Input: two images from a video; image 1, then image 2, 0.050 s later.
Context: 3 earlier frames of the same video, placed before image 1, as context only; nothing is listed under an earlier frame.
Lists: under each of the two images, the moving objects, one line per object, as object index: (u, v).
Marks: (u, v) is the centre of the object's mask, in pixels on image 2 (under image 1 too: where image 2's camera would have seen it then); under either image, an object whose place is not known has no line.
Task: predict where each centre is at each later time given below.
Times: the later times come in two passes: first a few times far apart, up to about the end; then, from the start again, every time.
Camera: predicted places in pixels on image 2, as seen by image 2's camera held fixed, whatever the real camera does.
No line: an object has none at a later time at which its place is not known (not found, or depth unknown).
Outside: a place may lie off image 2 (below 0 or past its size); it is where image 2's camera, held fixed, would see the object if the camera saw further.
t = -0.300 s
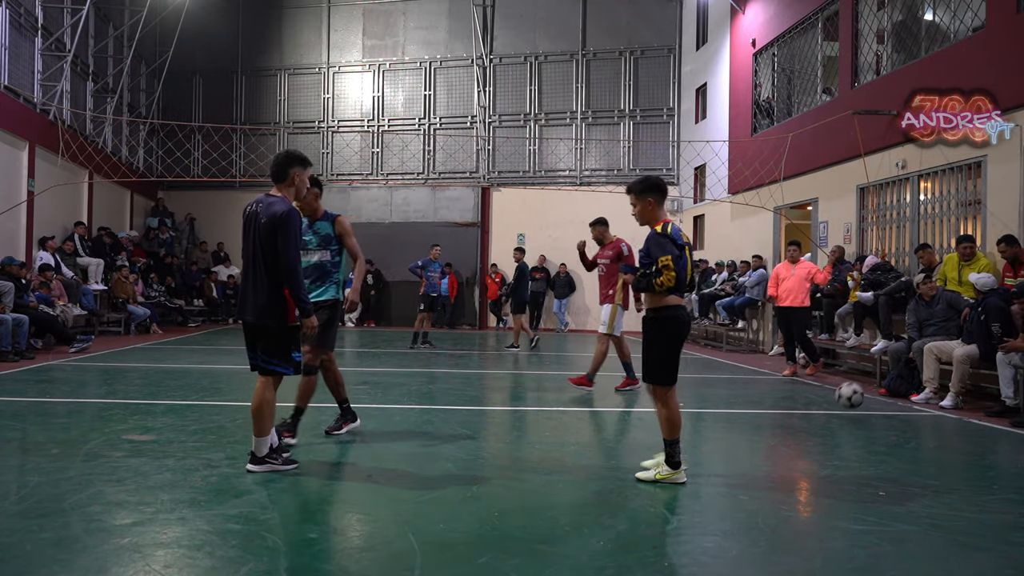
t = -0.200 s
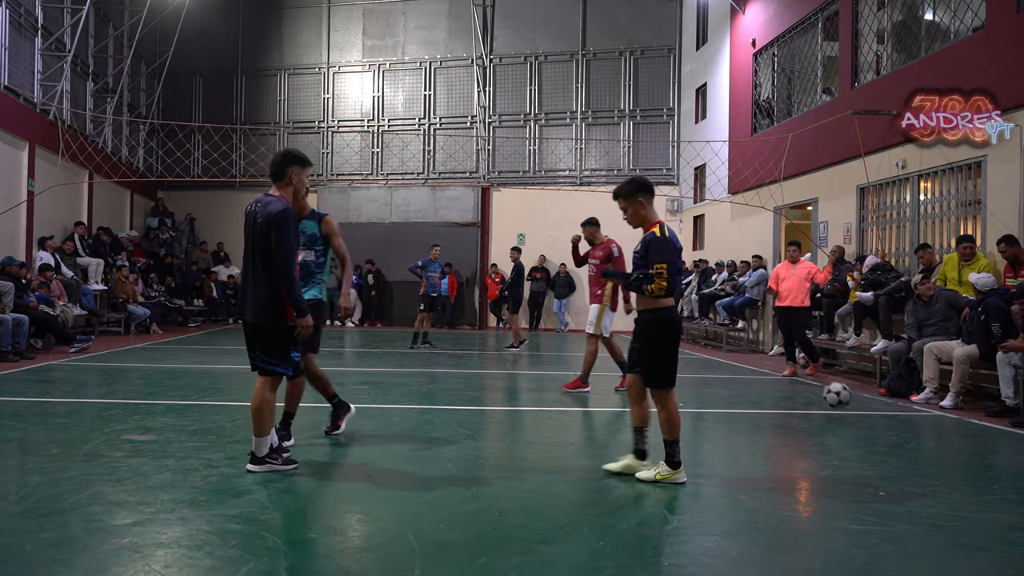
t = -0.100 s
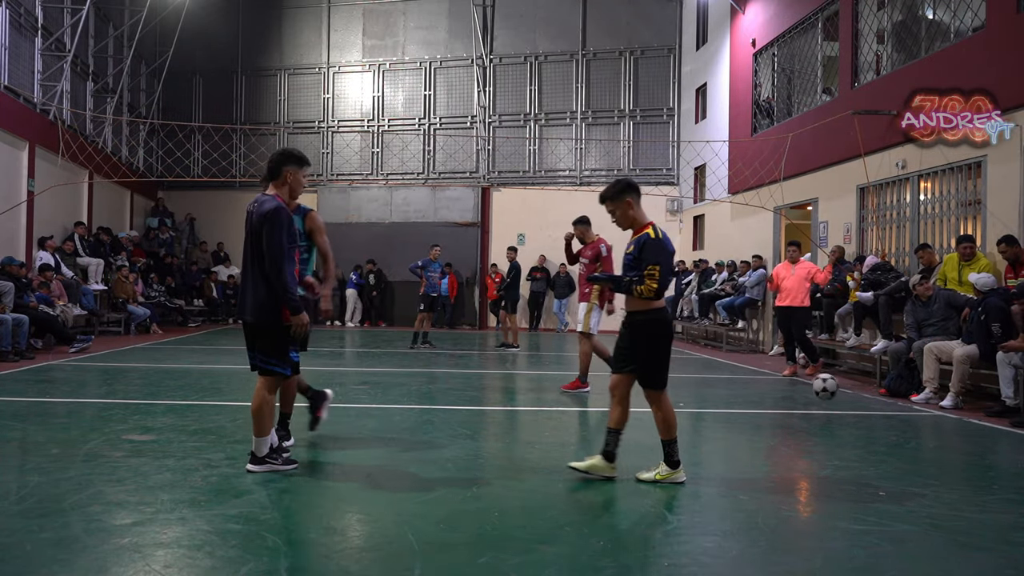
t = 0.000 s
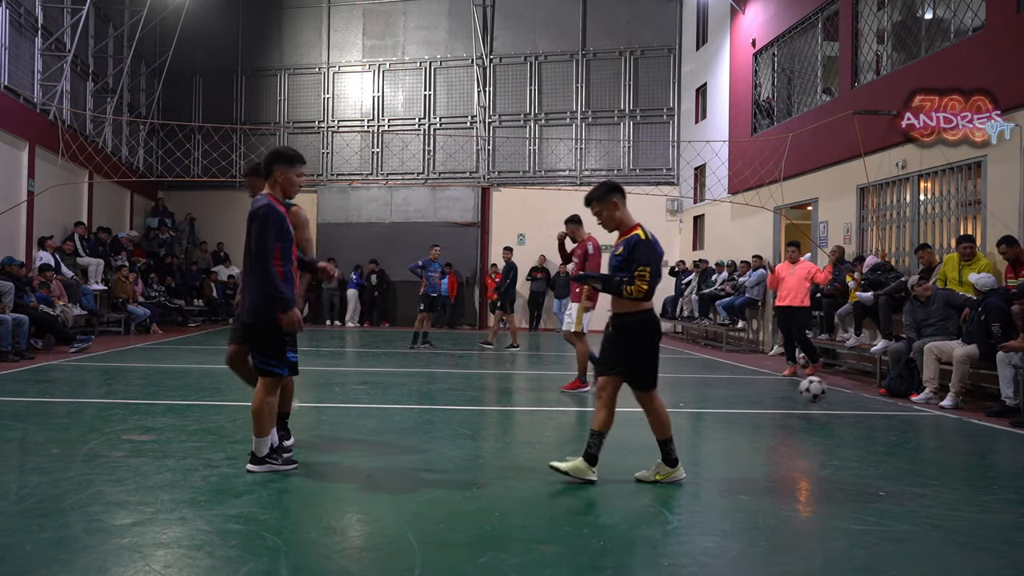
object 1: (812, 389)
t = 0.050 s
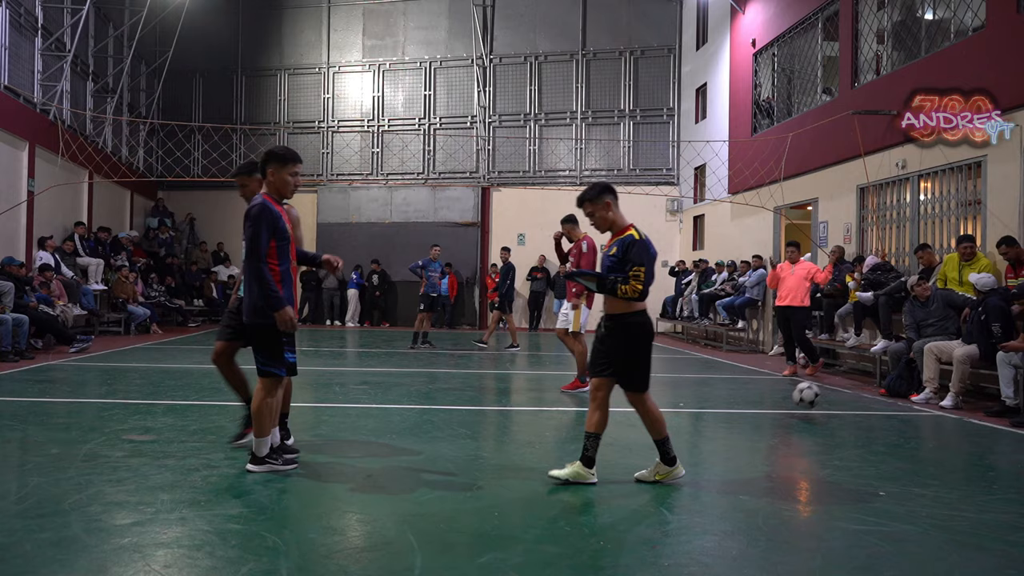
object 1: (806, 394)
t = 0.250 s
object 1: (782, 390)
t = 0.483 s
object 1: (753, 395)
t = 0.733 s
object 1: (722, 397)
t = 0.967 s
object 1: (695, 397)
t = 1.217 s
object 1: (667, 396)
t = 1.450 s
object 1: (641, 397)
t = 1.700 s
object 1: (612, 398)
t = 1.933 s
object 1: (586, 399)
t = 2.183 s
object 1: (559, 398)
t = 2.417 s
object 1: (534, 398)
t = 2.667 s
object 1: (507, 398)
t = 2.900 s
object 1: (483, 398)
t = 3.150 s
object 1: (457, 397)
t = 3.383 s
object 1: (435, 396)
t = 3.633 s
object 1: (411, 395)
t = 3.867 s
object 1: (390, 395)
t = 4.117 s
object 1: (368, 394)
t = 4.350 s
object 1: (348, 393)
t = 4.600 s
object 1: (328, 393)
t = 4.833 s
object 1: (311, 392)
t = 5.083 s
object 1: (293, 391)
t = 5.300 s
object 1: (278, 390)
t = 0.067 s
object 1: (804, 397)
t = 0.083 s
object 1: (801, 399)
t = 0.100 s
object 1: (799, 403)
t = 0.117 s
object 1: (798, 401)
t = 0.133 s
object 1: (796, 399)
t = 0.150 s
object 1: (793, 396)
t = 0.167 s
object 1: (792, 394)
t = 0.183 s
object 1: (790, 392)
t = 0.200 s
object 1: (788, 391)
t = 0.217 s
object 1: (786, 390)
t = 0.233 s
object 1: (784, 390)
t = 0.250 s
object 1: (782, 390)
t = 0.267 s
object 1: (780, 390)
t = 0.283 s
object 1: (778, 390)
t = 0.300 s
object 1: (776, 391)
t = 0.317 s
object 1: (774, 392)
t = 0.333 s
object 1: (772, 393)
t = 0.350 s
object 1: (770, 395)
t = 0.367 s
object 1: (768, 396)
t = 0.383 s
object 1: (765, 399)
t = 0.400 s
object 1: (763, 402)
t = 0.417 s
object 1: (761, 403)
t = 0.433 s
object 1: (759, 400)
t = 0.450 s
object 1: (757, 398)
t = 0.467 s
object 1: (755, 396)
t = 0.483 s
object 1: (753, 395)
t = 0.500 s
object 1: (751, 394)
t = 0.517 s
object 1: (749, 393)
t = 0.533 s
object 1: (747, 392)
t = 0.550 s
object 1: (745, 392)
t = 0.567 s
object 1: (743, 393)
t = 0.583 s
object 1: (741, 393)
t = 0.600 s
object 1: (739, 394)
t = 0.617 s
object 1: (737, 395)
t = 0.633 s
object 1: (735, 397)
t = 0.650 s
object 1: (733, 398)
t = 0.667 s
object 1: (731, 401)
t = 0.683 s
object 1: (729, 403)
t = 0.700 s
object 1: (726, 400)
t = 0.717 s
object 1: (724, 398)
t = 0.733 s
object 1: (722, 397)
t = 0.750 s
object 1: (720, 396)
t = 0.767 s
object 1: (719, 395)
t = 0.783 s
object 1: (717, 394)
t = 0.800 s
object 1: (715, 394)
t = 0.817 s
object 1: (714, 393)
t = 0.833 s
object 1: (712, 394)
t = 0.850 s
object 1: (710, 395)
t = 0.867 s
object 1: (708, 396)
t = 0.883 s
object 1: (706, 397)
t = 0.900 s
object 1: (703, 399)
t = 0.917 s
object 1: (701, 401)
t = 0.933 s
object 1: (699, 400)
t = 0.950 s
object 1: (698, 399)
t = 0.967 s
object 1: (695, 397)
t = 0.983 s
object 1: (693, 396)
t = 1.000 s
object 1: (692, 395)
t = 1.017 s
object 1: (690, 395)
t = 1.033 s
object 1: (688, 395)
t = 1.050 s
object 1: (686, 395)
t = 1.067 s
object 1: (684, 395)
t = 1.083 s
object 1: (682, 396)
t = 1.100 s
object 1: (680, 397)
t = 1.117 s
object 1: (678, 399)
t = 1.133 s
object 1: (676, 401)
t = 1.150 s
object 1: (674, 400)
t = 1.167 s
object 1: (673, 399)
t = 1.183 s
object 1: (671, 398)
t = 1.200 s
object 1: (669, 397)
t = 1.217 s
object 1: (667, 396)
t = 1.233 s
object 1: (665, 396)
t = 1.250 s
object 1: (663, 396)
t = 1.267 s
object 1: (661, 396)
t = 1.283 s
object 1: (659, 397)
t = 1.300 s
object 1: (658, 398)
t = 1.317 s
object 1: (655, 400)
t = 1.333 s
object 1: (653, 401)
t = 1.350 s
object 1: (651, 400)
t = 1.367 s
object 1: (649, 399)
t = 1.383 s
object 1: (648, 398)
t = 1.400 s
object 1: (646, 397)
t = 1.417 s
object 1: (644, 397)
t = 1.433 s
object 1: (642, 397)
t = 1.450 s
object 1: (641, 397)
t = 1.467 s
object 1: (639, 398)
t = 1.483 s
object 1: (637, 399)
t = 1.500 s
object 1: (635, 401)
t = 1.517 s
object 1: (633, 400)
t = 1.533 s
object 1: (631, 399)
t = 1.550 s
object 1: (629, 398)
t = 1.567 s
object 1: (628, 398)
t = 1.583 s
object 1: (625, 398)
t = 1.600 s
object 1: (624, 398)
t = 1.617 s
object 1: (622, 398)
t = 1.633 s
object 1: (620, 399)
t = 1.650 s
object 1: (618, 400)
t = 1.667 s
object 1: (616, 400)
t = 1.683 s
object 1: (614, 399)
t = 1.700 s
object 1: (612, 398)
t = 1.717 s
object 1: (610, 398)
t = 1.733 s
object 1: (608, 398)
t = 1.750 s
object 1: (607, 398)
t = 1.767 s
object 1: (605, 398)
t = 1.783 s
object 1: (603, 400)
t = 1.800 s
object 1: (601, 400)
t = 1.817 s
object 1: (599, 399)
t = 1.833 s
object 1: (597, 398)
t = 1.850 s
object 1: (595, 398)
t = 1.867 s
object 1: (593, 398)
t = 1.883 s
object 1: (591, 399)
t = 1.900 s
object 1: (590, 399)
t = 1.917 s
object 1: (588, 400)
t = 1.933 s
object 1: (586, 399)
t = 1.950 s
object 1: (584, 398)
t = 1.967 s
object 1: (582, 398)
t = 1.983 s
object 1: (581, 398)
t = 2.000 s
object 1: (579, 399)
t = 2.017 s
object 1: (577, 400)
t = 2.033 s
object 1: (575, 399)
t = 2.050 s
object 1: (573, 398)
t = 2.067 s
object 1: (571, 398)
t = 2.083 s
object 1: (569, 398)
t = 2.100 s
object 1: (568, 399)
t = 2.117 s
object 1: (566, 399)
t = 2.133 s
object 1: (564, 399)
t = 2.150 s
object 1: (563, 398)
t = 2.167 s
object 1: (561, 398)
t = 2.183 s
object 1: (559, 398)
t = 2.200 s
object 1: (557, 399)
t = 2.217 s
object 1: (555, 399)
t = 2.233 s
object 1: (554, 398)
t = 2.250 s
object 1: (552, 398)
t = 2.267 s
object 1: (550, 399)
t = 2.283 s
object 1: (548, 399)
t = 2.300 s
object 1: (547, 399)
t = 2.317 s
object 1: (544, 399)
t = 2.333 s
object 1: (543, 399)
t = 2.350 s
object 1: (541, 398)
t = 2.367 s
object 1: (539, 398)
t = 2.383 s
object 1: (538, 399)
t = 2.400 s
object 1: (536, 399)
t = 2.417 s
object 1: (534, 398)
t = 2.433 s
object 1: (532, 398)
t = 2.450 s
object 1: (531, 398)
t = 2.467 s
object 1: (528, 398)
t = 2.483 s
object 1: (527, 398)
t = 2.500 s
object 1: (525, 398)
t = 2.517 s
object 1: (523, 398)
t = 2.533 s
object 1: (522, 398)
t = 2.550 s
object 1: (520, 398)
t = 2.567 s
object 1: (518, 398)
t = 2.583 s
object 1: (516, 399)
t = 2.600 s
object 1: (514, 398)
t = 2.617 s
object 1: (512, 398)
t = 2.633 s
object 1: (510, 398)
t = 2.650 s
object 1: (509, 398)
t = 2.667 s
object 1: (507, 398)
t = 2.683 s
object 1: (505, 398)
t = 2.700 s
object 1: (504, 398)
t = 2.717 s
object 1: (502, 398)
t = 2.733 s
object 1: (500, 398)
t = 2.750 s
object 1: (498, 398)
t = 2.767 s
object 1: (497, 398)
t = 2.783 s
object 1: (495, 398)
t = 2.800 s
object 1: (493, 398)
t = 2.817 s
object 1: (491, 398)
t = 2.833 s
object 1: (489, 398)
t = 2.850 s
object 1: (487, 398)
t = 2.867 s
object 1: (486, 398)
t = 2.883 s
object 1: (484, 398)
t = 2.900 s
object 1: (483, 398)
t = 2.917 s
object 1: (481, 398)
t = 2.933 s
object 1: (479, 398)
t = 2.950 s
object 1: (477, 398)
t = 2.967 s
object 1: (476, 398)
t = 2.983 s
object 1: (474, 398)
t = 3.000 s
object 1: (472, 398)
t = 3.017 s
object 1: (470, 397)
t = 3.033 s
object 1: (469, 398)
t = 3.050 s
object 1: (467, 398)
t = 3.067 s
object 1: (466, 397)
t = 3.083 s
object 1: (464, 398)
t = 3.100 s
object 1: (462, 397)
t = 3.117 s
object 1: (460, 397)
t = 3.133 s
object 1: (459, 397)
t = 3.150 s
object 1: (457, 397)
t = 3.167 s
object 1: (456, 397)
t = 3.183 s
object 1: (454, 397)
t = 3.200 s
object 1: (452, 397)
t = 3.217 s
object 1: (451, 397)
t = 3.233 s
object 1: (449, 397)
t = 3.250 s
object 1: (447, 397)
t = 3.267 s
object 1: (446, 397)
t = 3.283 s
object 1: (444, 397)
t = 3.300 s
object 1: (442, 396)
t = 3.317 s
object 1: (441, 396)
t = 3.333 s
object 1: (439, 396)
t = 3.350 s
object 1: (437, 396)
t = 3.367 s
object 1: (436, 396)
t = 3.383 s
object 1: (435, 396)
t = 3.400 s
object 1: (433, 396)
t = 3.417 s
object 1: (432, 396)
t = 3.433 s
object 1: (430, 396)
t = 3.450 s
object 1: (428, 396)
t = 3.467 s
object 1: (426, 396)
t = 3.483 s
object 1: (425, 396)
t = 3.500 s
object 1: (423, 396)
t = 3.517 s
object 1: (421, 396)
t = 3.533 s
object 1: (420, 396)
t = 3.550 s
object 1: (418, 396)
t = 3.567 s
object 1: (417, 396)
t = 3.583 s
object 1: (415, 396)
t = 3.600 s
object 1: (414, 396)
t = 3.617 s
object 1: (412, 395)
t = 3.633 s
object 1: (411, 395)
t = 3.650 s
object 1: (409, 395)
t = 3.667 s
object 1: (407, 396)
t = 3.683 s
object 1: (406, 395)
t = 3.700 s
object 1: (405, 395)
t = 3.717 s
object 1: (403, 396)
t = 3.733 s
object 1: (402, 396)
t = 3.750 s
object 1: (400, 395)
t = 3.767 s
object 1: (399, 395)
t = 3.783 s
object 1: (397, 395)
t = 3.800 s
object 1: (396, 395)
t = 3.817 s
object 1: (394, 395)
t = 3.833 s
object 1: (393, 395)
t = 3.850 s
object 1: (391, 395)
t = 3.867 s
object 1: (390, 395)
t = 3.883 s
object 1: (388, 395)
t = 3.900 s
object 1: (387, 395)
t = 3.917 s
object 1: (385, 395)
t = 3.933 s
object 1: (384, 395)
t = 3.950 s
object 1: (382, 395)
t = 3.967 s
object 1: (381, 395)
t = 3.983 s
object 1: (379, 395)
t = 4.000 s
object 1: (378, 395)
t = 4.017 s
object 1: (376, 394)
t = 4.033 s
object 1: (375, 395)
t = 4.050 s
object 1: (374, 394)
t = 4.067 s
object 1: (373, 395)
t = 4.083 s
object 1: (371, 395)
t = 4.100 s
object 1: (370, 394)
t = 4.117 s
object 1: (368, 394)
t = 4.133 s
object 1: (367, 394)
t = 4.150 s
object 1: (365, 394)
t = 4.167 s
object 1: (364, 394)
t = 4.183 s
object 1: (363, 394)
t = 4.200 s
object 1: (361, 394)
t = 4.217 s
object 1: (360, 394)
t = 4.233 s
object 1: (358, 393)
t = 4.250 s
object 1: (357, 393)
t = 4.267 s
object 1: (356, 393)
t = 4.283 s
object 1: (354, 394)
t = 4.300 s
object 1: (353, 393)
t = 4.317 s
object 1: (351, 393)
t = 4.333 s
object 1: (350, 393)
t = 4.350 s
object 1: (348, 393)
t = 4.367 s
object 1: (347, 393)
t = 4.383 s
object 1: (346, 393)
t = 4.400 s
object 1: (344, 393)
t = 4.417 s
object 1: (343, 393)
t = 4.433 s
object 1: (341, 393)
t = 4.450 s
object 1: (340, 393)
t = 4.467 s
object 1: (339, 392)
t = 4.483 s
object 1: (337, 392)
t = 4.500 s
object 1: (336, 392)
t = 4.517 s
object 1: (335, 393)
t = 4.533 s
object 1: (334, 393)
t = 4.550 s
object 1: (333, 393)
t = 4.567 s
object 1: (331, 393)
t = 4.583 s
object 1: (330, 392)
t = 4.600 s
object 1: (328, 393)
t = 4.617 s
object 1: (327, 392)
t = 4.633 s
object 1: (326, 392)
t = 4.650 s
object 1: (325, 392)
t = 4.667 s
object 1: (323, 392)
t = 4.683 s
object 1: (322, 393)
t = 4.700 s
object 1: (321, 392)
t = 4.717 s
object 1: (319, 392)
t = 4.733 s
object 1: (318, 392)
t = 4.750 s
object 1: (317, 392)
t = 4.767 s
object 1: (316, 392)
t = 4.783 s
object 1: (314, 392)
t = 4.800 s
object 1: (313, 392)
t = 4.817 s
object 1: (312, 392)
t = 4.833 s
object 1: (311, 392)
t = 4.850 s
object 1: (309, 392)
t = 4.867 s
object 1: (308, 392)
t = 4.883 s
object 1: (307, 392)
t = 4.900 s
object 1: (306, 391)
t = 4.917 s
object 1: (305, 391)
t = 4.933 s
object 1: (303, 392)
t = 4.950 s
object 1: (302, 391)
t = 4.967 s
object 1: (301, 391)
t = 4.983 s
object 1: (300, 391)
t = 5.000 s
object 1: (299, 391)
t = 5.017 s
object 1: (297, 391)
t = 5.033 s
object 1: (296, 391)
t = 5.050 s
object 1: (295, 391)
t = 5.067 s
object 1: (294, 391)
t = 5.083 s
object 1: (293, 391)
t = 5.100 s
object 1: (292, 391)
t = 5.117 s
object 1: (291, 391)
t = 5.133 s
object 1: (290, 391)
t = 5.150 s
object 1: (288, 391)
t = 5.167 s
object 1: (287, 391)
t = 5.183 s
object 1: (286, 390)
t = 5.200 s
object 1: (285, 391)
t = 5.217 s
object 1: (284, 391)
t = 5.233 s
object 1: (283, 391)
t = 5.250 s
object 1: (281, 390)
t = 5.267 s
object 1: (280, 390)
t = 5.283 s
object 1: (279, 390)
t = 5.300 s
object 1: (278, 390)
